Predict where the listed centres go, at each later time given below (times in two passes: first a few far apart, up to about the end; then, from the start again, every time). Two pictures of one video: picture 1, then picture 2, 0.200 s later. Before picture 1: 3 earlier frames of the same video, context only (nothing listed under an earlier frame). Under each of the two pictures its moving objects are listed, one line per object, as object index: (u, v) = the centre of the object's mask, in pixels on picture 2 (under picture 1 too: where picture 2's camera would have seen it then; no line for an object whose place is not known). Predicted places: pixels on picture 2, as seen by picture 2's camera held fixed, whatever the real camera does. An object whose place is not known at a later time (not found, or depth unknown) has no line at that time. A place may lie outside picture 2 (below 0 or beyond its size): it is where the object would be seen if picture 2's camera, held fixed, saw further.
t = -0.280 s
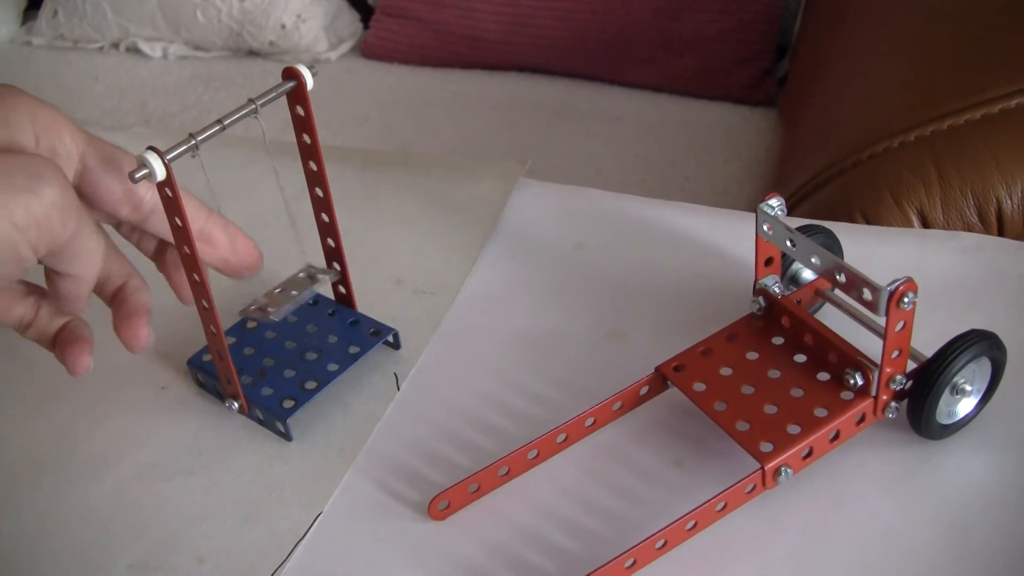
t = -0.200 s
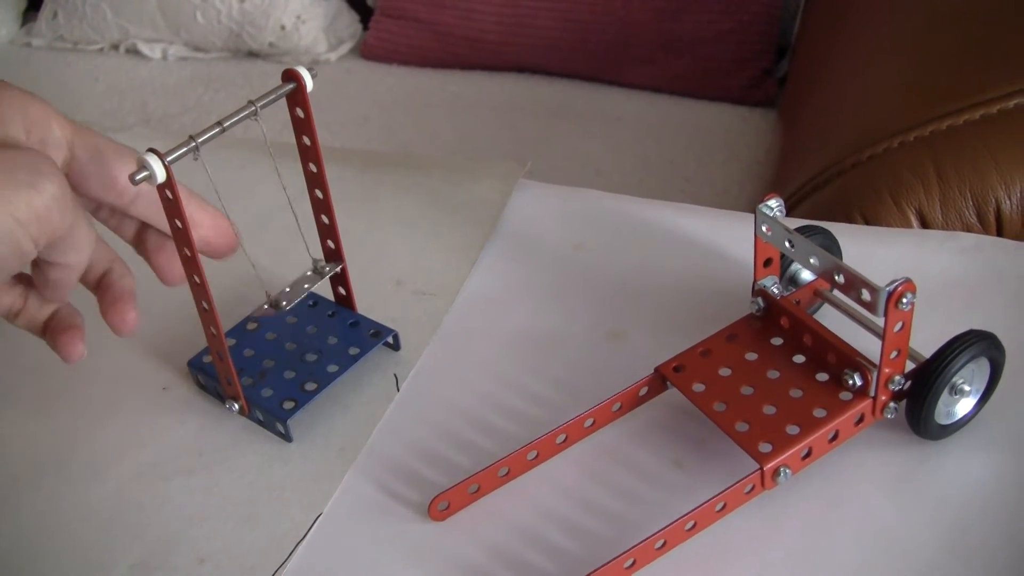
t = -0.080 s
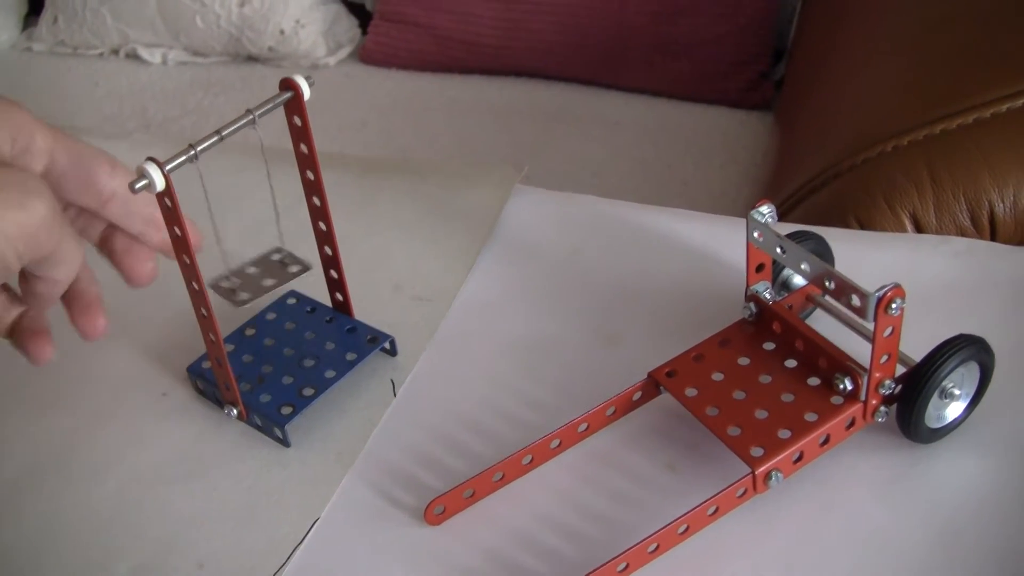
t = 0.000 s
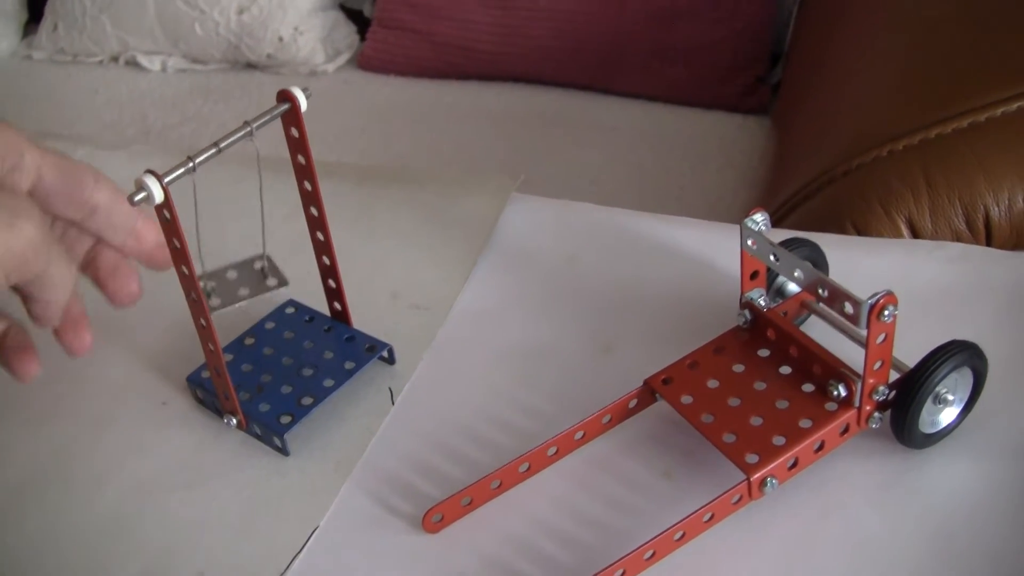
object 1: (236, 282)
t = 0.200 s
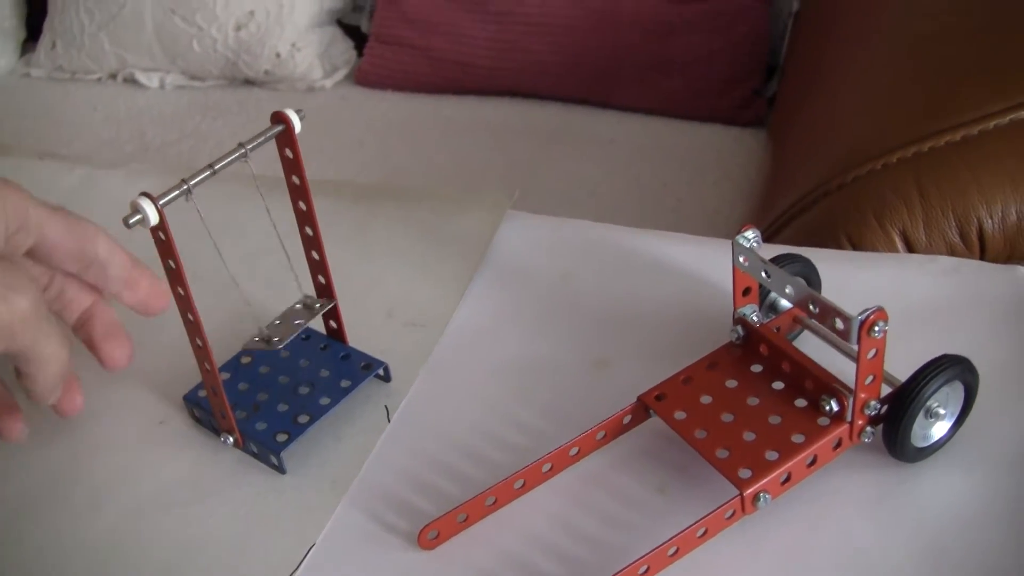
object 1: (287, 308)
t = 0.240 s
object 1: (290, 307)
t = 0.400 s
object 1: (240, 288)
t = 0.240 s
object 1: (290, 307)
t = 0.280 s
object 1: (282, 306)
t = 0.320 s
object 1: (270, 301)
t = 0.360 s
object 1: (253, 295)
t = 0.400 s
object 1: (240, 288)
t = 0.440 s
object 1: (235, 287)
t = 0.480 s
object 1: (235, 287)
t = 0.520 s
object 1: (241, 289)
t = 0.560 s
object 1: (254, 296)
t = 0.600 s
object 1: (270, 302)
